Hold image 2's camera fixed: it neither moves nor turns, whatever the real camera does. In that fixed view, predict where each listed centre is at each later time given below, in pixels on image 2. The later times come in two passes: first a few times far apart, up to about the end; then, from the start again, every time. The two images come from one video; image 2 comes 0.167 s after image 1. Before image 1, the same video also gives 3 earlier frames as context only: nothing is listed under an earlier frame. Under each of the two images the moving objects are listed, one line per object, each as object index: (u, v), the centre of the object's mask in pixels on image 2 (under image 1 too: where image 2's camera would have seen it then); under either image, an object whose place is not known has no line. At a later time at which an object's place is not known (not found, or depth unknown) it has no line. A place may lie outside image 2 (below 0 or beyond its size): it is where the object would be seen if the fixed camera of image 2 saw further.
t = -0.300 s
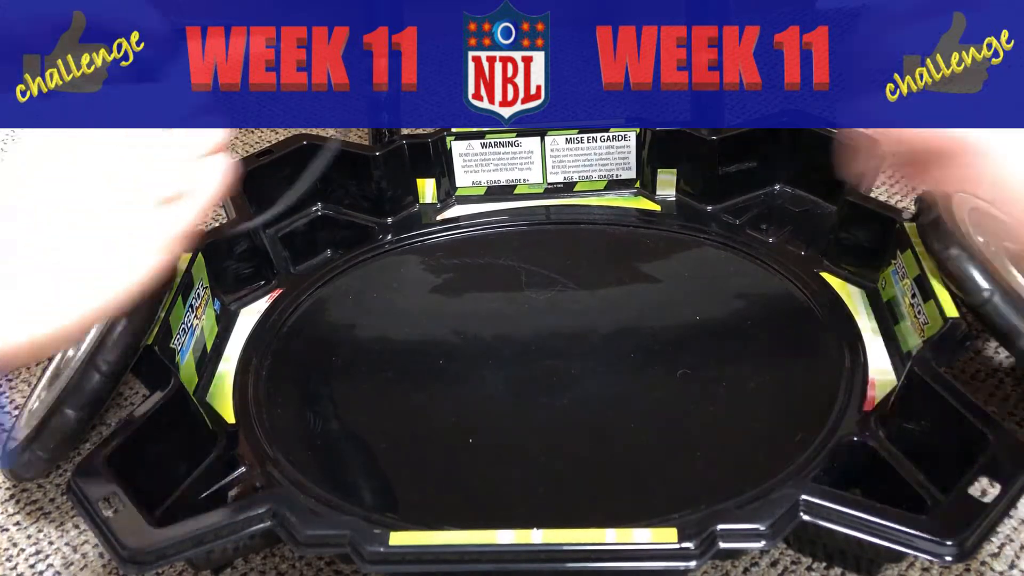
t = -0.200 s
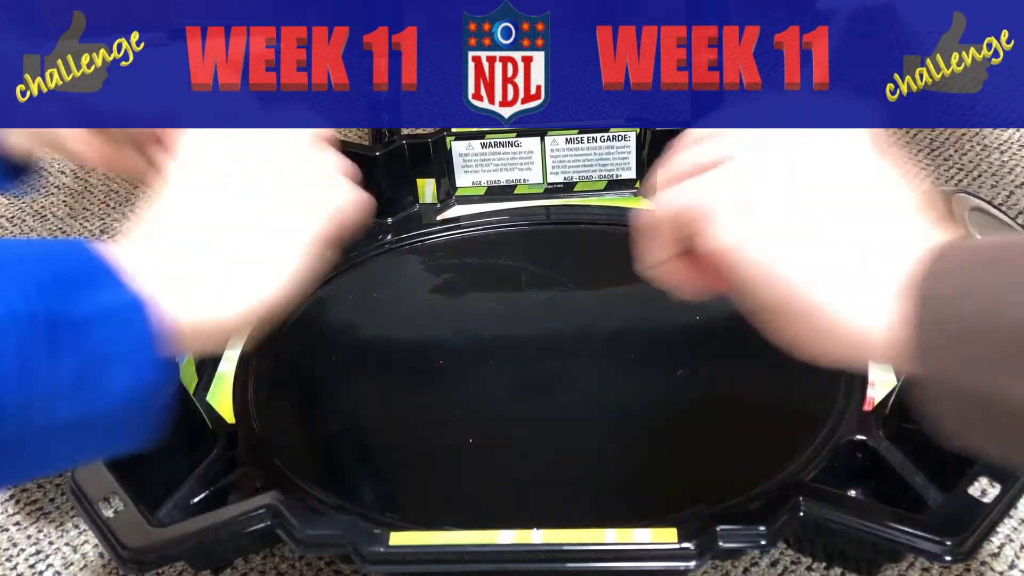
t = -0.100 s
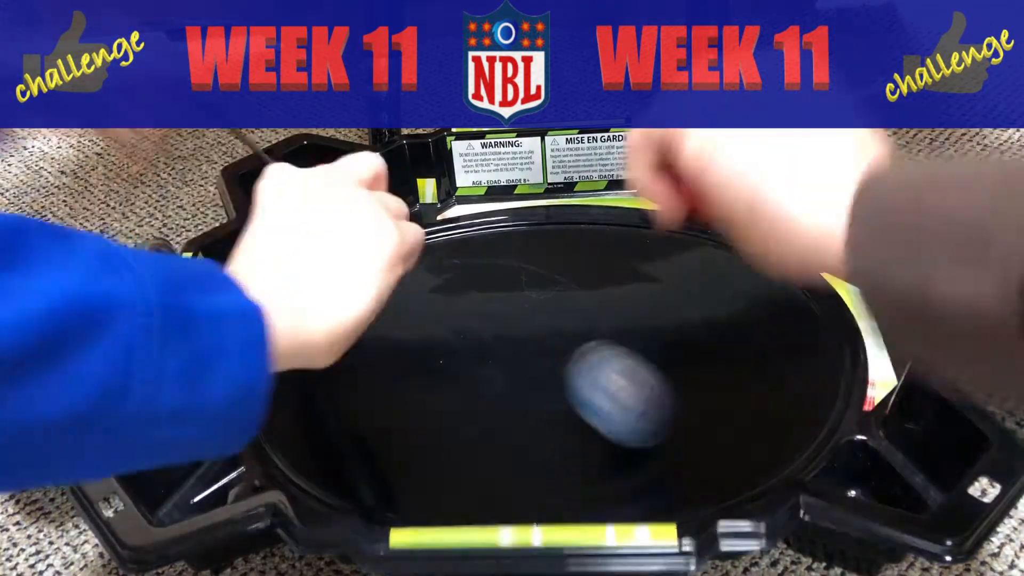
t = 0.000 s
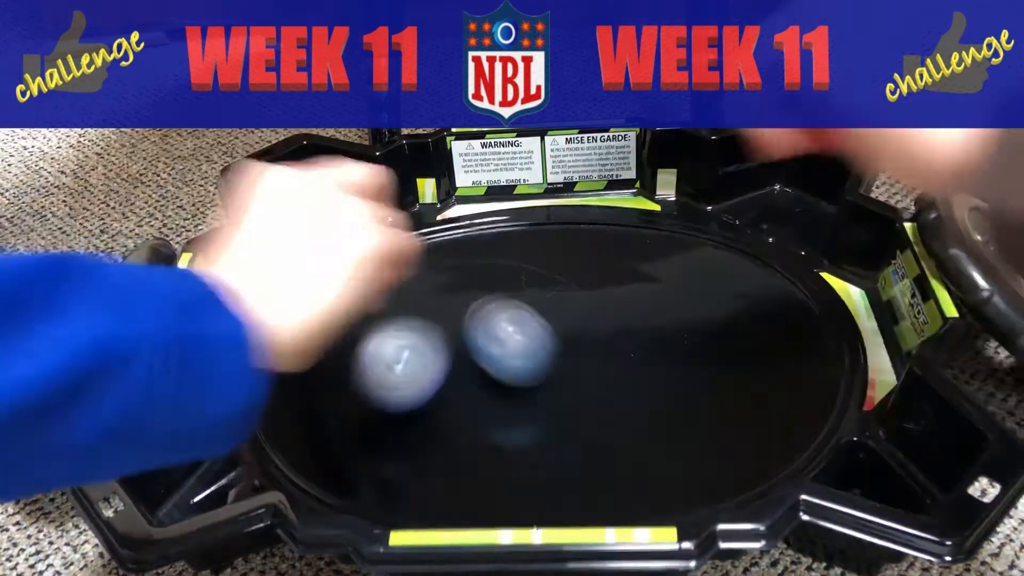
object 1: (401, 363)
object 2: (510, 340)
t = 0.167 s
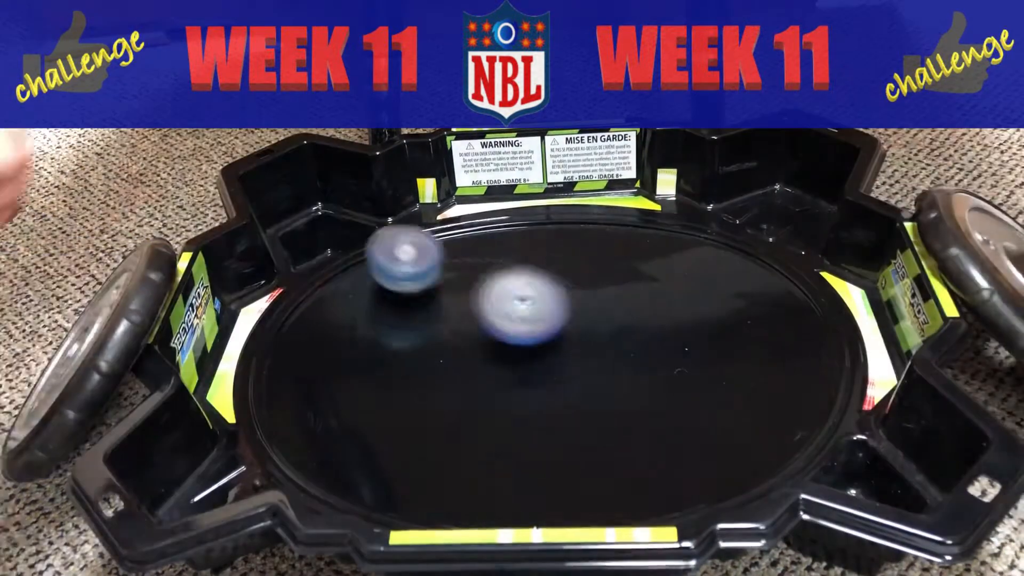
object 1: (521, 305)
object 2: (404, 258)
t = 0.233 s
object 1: (564, 290)
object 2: (387, 251)
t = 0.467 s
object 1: (650, 336)
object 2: (375, 287)
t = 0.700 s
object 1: (535, 446)
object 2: (443, 340)
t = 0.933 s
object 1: (304, 415)
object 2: (545, 346)
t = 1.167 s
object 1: (331, 293)
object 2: (623, 328)
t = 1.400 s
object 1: (563, 272)
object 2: (660, 312)
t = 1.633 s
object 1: (597, 298)
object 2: (828, 345)
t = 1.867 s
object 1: (578, 380)
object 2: (712, 359)
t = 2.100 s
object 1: (442, 372)
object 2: (548, 357)
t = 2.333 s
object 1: (449, 291)
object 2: (473, 383)
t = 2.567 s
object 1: (590, 296)
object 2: (464, 436)
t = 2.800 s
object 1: (631, 385)
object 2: (498, 449)
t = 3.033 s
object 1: (750, 310)
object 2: (206, 469)
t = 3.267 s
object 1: (773, 278)
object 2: (268, 433)
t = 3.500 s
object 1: (661, 325)
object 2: (448, 419)
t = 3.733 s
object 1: (594, 287)
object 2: (516, 368)
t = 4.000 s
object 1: (625, 222)
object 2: (440, 329)
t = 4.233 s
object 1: (640, 234)
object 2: (408, 300)
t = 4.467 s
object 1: (557, 319)
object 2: (421, 287)
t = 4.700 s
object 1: (440, 370)
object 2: (465, 285)
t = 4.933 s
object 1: (337, 386)
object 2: (521, 296)
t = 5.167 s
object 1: (286, 384)
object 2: (582, 326)
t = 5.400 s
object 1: (395, 372)
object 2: (630, 358)
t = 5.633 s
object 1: (538, 369)
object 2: (657, 378)
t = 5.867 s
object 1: (547, 347)
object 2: (721, 387)
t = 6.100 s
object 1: (600, 307)
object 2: (684, 394)
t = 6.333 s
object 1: (664, 292)
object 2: (618, 388)
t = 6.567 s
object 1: (645, 338)
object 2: (550, 362)
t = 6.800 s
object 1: (561, 350)
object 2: (477, 326)
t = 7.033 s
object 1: (510, 349)
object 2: (432, 290)
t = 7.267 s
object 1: (502, 332)
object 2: (430, 282)
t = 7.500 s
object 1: (532, 344)
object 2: (467, 291)
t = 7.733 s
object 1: (544, 379)
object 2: (521, 302)
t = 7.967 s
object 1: (507, 406)
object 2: (575, 332)
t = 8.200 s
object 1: (508, 365)
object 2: (617, 371)
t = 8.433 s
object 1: (567, 327)
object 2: (628, 401)
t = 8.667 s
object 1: (632, 311)
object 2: (603, 418)
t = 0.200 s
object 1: (543, 294)
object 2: (395, 251)
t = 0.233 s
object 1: (564, 290)
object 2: (387, 251)
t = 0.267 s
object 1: (584, 290)
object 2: (382, 253)
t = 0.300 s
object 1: (601, 290)
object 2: (377, 257)
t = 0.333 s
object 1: (617, 293)
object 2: (373, 261)
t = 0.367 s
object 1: (630, 299)
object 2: (372, 266)
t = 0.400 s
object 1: (640, 308)
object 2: (372, 272)
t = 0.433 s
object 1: (647, 321)
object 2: (373, 279)
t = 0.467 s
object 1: (650, 336)
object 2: (375, 287)
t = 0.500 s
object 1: (648, 353)
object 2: (380, 295)
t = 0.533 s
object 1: (642, 373)
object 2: (386, 304)
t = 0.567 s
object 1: (630, 391)
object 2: (394, 313)
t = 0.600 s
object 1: (613, 408)
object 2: (403, 321)
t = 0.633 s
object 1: (592, 423)
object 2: (415, 328)
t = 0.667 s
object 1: (565, 436)
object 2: (429, 335)
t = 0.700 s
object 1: (535, 446)
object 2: (443, 340)
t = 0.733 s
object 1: (500, 453)
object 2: (458, 345)
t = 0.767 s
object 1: (464, 455)
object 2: (474, 348)
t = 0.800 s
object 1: (427, 455)
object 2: (489, 350)
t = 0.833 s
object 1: (390, 450)
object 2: (503, 351)
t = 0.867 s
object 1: (358, 442)
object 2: (517, 350)
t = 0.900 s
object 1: (327, 430)
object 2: (531, 348)
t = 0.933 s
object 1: (304, 415)
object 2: (545, 346)
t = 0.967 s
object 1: (286, 396)
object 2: (559, 343)
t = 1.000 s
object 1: (279, 379)
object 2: (573, 340)
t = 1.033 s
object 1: (277, 360)
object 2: (585, 339)
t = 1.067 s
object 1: (283, 342)
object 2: (596, 337)
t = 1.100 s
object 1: (295, 325)
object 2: (605, 334)
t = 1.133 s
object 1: (310, 307)
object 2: (614, 331)
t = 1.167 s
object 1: (331, 293)
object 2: (623, 328)
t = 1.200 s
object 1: (359, 281)
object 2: (630, 326)
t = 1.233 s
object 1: (388, 272)
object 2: (637, 323)
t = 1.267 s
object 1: (422, 267)
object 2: (643, 321)
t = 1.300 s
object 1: (458, 264)
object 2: (648, 319)
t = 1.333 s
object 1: (492, 264)
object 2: (652, 316)
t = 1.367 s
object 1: (528, 267)
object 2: (657, 314)
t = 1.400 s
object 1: (563, 272)
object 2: (660, 312)
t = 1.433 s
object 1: (591, 278)
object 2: (671, 314)
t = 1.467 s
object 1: (589, 276)
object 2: (710, 322)
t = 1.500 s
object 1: (586, 275)
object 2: (749, 331)
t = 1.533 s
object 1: (585, 278)
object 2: (783, 337)
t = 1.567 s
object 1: (586, 283)
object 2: (810, 341)
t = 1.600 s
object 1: (590, 290)
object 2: (823, 341)
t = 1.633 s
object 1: (597, 298)
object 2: (828, 345)
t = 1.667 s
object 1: (606, 308)
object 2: (823, 348)
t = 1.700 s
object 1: (612, 321)
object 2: (812, 353)
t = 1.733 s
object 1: (615, 334)
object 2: (795, 355)
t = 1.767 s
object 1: (613, 347)
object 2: (777, 357)
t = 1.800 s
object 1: (605, 360)
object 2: (756, 359)
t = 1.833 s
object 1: (593, 371)
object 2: (734, 359)
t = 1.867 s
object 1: (578, 380)
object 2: (712, 359)
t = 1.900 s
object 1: (558, 386)
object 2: (685, 358)
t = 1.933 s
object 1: (537, 391)
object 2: (660, 357)
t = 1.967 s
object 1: (516, 392)
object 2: (636, 357)
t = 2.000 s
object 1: (496, 391)
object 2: (612, 357)
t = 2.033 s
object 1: (476, 386)
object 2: (589, 357)
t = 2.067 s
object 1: (457, 379)
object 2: (567, 357)
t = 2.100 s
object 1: (442, 372)
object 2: (548, 357)
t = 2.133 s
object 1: (429, 361)
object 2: (532, 358)
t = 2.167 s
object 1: (421, 349)
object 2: (518, 361)
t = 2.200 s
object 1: (417, 336)
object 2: (504, 364)
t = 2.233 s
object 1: (418, 323)
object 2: (493, 368)
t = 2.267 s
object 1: (424, 311)
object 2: (485, 374)
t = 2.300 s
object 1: (436, 300)
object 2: (478, 378)
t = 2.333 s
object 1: (449, 291)
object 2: (473, 383)
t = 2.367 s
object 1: (467, 284)
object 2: (469, 391)
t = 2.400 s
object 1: (486, 280)
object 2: (466, 398)
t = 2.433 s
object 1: (507, 278)
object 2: (464, 406)
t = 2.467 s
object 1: (529, 279)
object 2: (463, 414)
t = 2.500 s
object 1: (550, 282)
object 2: (462, 421)
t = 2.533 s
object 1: (571, 289)
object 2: (462, 429)
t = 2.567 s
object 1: (590, 296)
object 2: (464, 436)
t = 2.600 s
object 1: (609, 307)
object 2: (466, 442)
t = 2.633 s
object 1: (623, 317)
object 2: (470, 446)
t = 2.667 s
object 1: (633, 331)
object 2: (474, 449)
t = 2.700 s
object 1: (639, 344)
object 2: (480, 451)
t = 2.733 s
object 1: (640, 360)
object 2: (486, 452)
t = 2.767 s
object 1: (638, 373)
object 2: (492, 451)
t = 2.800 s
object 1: (631, 385)
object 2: (498, 449)
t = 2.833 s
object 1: (620, 398)
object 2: (503, 446)
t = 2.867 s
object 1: (604, 407)
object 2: (508, 442)
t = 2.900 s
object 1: (627, 396)
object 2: (459, 453)
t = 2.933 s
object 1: (666, 374)
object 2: (383, 466)
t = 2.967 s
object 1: (700, 351)
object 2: (323, 459)
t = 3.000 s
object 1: (727, 329)
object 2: (268, 461)
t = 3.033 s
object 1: (750, 310)
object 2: (206, 469)
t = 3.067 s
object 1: (767, 294)
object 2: (196, 483)
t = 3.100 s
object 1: (781, 282)
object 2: (217, 486)
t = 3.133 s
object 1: (793, 272)
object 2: (225, 463)
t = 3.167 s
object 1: (795, 267)
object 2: (224, 444)
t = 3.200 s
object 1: (792, 269)
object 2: (229, 439)
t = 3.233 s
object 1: (783, 273)
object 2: (246, 431)
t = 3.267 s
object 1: (773, 278)
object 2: (268, 433)
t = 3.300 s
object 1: (763, 283)
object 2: (291, 437)
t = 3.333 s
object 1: (749, 290)
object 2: (313, 437)
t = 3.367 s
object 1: (733, 298)
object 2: (340, 444)
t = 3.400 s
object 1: (716, 305)
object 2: (364, 438)
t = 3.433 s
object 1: (698, 312)
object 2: (393, 435)
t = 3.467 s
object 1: (680, 319)
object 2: (422, 428)
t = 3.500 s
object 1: (661, 325)
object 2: (448, 419)
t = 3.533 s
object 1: (640, 330)
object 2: (475, 407)
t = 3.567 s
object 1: (620, 334)
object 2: (500, 395)
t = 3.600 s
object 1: (603, 336)
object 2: (522, 380)
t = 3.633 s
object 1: (594, 329)
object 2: (529, 374)
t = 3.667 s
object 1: (592, 315)
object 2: (527, 372)
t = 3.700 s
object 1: (593, 301)
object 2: (523, 371)
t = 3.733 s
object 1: (594, 287)
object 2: (516, 368)
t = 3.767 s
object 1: (598, 274)
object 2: (507, 363)
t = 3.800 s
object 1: (601, 262)
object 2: (497, 359)
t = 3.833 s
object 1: (605, 251)
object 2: (487, 354)
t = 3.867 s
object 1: (609, 242)
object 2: (476, 350)
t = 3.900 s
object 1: (613, 237)
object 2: (465, 344)
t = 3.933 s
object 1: (616, 232)
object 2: (457, 339)
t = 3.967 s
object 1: (621, 226)
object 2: (448, 334)
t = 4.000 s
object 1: (625, 222)
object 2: (440, 329)
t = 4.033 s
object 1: (629, 220)
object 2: (432, 323)
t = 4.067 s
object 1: (632, 216)
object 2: (426, 319)
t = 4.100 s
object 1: (636, 216)
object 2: (421, 315)
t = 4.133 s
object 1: (639, 219)
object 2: (416, 310)
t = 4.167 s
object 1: (642, 221)
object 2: (413, 306)
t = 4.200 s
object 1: (643, 227)
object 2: (410, 303)
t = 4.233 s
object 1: (640, 234)
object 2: (408, 300)
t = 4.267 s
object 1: (633, 243)
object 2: (408, 297)
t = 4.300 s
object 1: (624, 255)
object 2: (408, 294)
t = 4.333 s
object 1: (615, 268)
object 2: (409, 292)
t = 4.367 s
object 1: (604, 282)
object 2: (411, 290)
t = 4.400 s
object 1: (590, 295)
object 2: (414, 288)
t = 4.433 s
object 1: (575, 307)
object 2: (417, 288)
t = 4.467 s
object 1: (557, 319)
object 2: (421, 287)
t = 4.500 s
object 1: (540, 327)
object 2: (426, 287)
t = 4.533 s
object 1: (521, 335)
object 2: (432, 287)
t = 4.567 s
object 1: (503, 342)
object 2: (437, 289)
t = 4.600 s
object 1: (485, 346)
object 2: (444, 288)
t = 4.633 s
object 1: (468, 355)
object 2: (451, 286)
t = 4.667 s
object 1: (455, 364)
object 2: (458, 285)
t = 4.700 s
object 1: (440, 370)
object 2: (465, 285)
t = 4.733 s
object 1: (424, 375)
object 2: (473, 284)
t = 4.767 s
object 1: (408, 379)
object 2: (480, 285)
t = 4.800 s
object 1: (392, 382)
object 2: (488, 286)
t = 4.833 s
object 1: (378, 383)
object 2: (496, 289)
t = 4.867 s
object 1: (364, 385)
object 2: (504, 291)
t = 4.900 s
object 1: (350, 386)
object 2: (513, 293)
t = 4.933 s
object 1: (337, 386)
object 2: (521, 296)
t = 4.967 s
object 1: (325, 387)
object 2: (530, 299)
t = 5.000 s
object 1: (315, 387)
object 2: (538, 303)
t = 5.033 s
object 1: (304, 388)
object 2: (546, 307)
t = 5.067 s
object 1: (295, 388)
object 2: (555, 312)
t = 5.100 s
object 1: (287, 388)
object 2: (564, 316)
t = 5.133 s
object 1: (285, 386)
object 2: (573, 321)
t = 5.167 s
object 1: (286, 384)
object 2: (582, 326)
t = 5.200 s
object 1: (293, 383)
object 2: (590, 330)
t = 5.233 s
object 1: (304, 380)
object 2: (598, 335)
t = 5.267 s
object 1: (317, 377)
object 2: (605, 340)
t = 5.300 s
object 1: (336, 376)
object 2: (612, 345)
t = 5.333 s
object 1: (355, 375)
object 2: (619, 350)
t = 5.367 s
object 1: (374, 373)
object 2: (625, 354)
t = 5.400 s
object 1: (395, 372)
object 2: (630, 358)
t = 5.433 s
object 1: (416, 372)
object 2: (634, 361)
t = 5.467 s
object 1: (438, 371)
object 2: (638, 363)
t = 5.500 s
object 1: (460, 370)
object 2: (643, 366)
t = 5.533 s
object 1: (480, 370)
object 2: (647, 368)
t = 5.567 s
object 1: (500, 369)
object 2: (650, 371)
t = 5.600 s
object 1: (519, 369)
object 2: (654, 374)
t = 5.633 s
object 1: (538, 369)
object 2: (657, 378)
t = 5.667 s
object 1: (555, 369)
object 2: (656, 374)
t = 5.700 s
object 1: (569, 368)
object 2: (662, 383)
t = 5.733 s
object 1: (561, 365)
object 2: (683, 380)
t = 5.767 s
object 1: (553, 361)
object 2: (702, 382)
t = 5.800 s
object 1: (547, 356)
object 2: (715, 383)
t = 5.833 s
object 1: (546, 352)
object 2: (720, 384)
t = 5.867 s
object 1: (547, 347)
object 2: (721, 387)
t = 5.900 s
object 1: (552, 342)
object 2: (719, 388)
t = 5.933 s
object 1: (558, 336)
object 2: (715, 389)
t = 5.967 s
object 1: (565, 330)
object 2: (710, 390)
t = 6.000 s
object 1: (572, 324)
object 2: (704, 391)
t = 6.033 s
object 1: (581, 318)
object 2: (698, 392)
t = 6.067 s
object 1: (591, 312)
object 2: (691, 393)
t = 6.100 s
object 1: (600, 307)
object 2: (684, 394)
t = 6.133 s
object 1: (609, 303)
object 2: (676, 394)
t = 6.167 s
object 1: (617, 299)
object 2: (667, 394)
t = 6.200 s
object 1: (626, 295)
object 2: (658, 395)
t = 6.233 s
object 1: (635, 292)
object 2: (649, 393)
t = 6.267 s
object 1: (645, 290)
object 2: (638, 392)
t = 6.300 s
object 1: (655, 290)
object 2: (628, 390)
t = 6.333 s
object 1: (664, 292)
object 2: (618, 388)
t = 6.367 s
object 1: (672, 295)
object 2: (608, 385)
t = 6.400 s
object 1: (676, 301)
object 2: (598, 382)
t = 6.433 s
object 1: (677, 309)
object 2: (588, 379)
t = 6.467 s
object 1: (673, 316)
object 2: (578, 375)
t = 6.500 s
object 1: (666, 324)
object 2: (569, 371)
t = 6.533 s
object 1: (657, 331)
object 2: (559, 367)
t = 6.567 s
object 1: (645, 338)
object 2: (550, 362)
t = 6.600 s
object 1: (631, 344)
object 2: (539, 357)
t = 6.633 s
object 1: (621, 346)
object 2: (523, 352)
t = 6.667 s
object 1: (611, 349)
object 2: (510, 348)
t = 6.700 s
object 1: (598, 352)
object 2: (500, 342)
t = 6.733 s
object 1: (584, 353)
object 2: (491, 336)
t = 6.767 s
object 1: (572, 351)
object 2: (483, 331)
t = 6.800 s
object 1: (561, 350)
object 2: (477, 326)
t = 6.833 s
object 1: (552, 348)
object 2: (469, 320)
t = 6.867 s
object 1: (543, 347)
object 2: (462, 315)
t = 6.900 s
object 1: (533, 345)
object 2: (457, 310)
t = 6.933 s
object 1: (529, 346)
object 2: (447, 305)
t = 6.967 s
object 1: (524, 347)
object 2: (440, 298)
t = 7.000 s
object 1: (518, 348)
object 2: (435, 293)
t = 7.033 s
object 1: (510, 349)
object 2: (432, 290)
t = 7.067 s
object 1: (503, 350)
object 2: (430, 288)
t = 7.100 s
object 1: (497, 350)
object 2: (428, 286)
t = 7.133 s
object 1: (493, 348)
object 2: (427, 285)
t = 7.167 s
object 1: (491, 343)
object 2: (426, 284)
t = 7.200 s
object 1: (492, 339)
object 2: (427, 283)
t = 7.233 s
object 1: (496, 335)
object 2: (428, 282)
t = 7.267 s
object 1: (502, 332)
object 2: (430, 282)
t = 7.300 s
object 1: (509, 330)
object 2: (432, 283)
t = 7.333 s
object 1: (516, 330)
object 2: (434, 285)
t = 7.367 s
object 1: (524, 331)
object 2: (439, 286)
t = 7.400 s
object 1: (528, 334)
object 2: (445, 287)
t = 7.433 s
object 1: (530, 337)
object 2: (452, 288)
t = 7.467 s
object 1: (531, 340)
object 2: (460, 290)
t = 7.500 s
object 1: (532, 344)
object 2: (467, 291)
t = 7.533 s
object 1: (534, 347)
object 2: (475, 293)
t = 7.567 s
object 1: (535, 350)
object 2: (483, 296)
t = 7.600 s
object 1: (536, 354)
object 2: (491, 298)
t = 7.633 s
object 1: (536, 357)
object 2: (499, 300)
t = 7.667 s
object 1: (540, 365)
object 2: (506, 300)
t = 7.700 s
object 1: (544, 373)
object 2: (513, 300)
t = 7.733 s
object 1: (544, 379)
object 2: (521, 302)
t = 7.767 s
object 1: (543, 386)
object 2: (529, 305)
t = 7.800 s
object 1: (540, 391)
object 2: (537, 309)
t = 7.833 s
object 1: (536, 397)
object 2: (545, 313)
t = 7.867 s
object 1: (530, 401)
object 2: (553, 317)
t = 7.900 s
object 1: (523, 405)
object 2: (561, 322)
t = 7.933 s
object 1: (515, 406)
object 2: (568, 327)
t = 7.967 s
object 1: (507, 406)
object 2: (575, 332)
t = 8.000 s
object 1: (499, 403)
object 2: (582, 337)
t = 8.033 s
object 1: (495, 399)
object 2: (590, 343)
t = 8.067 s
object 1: (493, 392)
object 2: (595, 349)
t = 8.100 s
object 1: (495, 386)
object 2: (601, 355)
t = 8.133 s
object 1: (498, 379)
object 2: (607, 360)
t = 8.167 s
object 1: (502, 372)
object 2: (612, 366)
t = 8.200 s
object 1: (508, 365)
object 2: (617, 371)
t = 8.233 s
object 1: (515, 359)
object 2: (621, 377)
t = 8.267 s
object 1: (524, 354)
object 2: (624, 382)
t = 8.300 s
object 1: (532, 348)
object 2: (627, 387)
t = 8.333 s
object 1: (541, 343)
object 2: (627, 389)
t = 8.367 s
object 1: (550, 337)
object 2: (628, 391)
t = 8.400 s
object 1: (558, 332)
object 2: (628, 397)
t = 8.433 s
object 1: (567, 327)
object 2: (628, 401)
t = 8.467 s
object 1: (575, 323)
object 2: (627, 405)
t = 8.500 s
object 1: (585, 320)
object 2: (625, 409)
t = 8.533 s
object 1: (595, 316)
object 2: (622, 410)
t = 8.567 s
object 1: (604, 314)
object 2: (618, 414)
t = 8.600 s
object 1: (614, 313)
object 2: (614, 416)
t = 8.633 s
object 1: (622, 311)
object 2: (609, 417)
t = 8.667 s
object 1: (632, 311)
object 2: (603, 418)
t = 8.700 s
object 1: (640, 312)
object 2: (598, 419)
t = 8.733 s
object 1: (647, 315)
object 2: (593, 418)
